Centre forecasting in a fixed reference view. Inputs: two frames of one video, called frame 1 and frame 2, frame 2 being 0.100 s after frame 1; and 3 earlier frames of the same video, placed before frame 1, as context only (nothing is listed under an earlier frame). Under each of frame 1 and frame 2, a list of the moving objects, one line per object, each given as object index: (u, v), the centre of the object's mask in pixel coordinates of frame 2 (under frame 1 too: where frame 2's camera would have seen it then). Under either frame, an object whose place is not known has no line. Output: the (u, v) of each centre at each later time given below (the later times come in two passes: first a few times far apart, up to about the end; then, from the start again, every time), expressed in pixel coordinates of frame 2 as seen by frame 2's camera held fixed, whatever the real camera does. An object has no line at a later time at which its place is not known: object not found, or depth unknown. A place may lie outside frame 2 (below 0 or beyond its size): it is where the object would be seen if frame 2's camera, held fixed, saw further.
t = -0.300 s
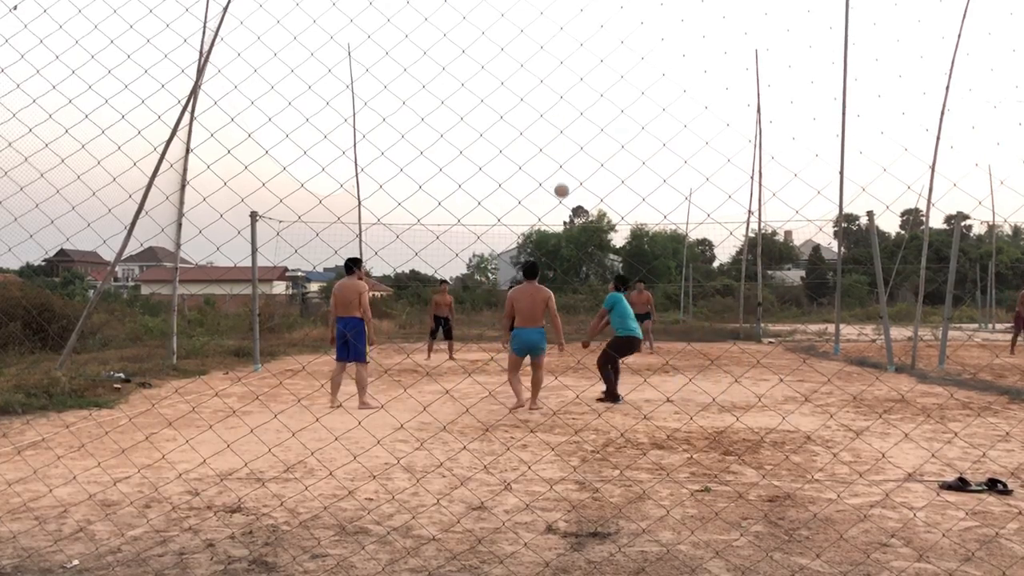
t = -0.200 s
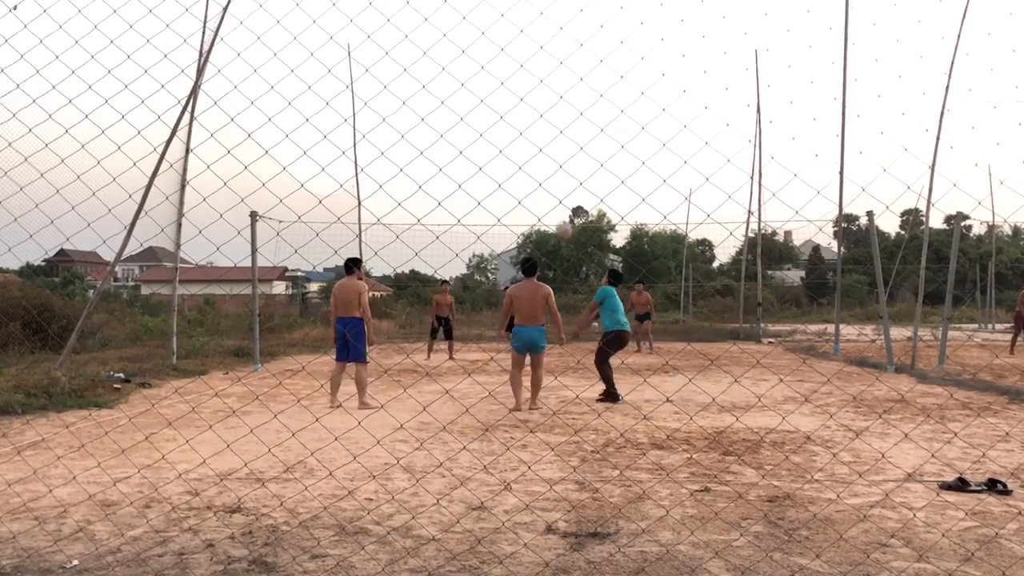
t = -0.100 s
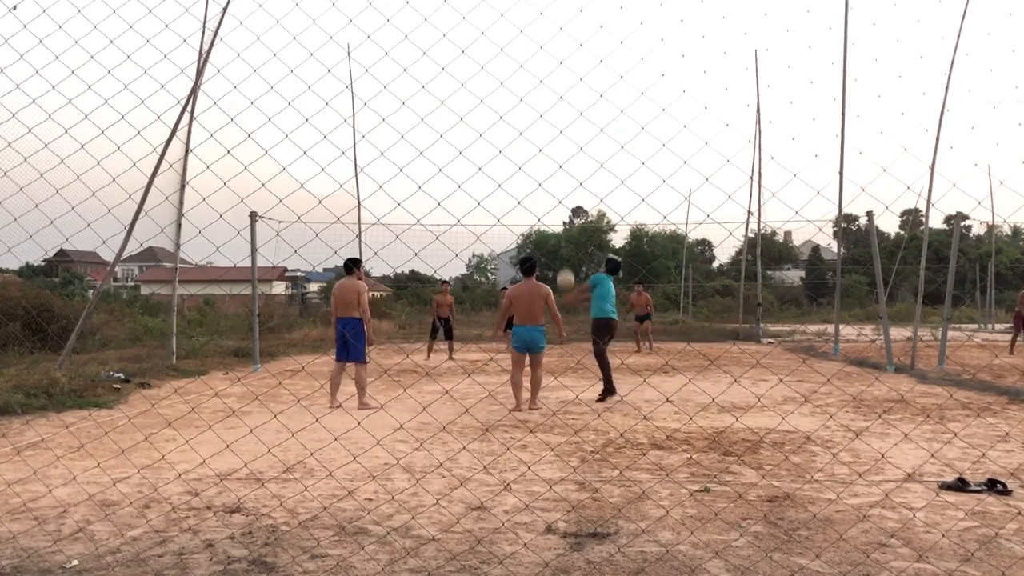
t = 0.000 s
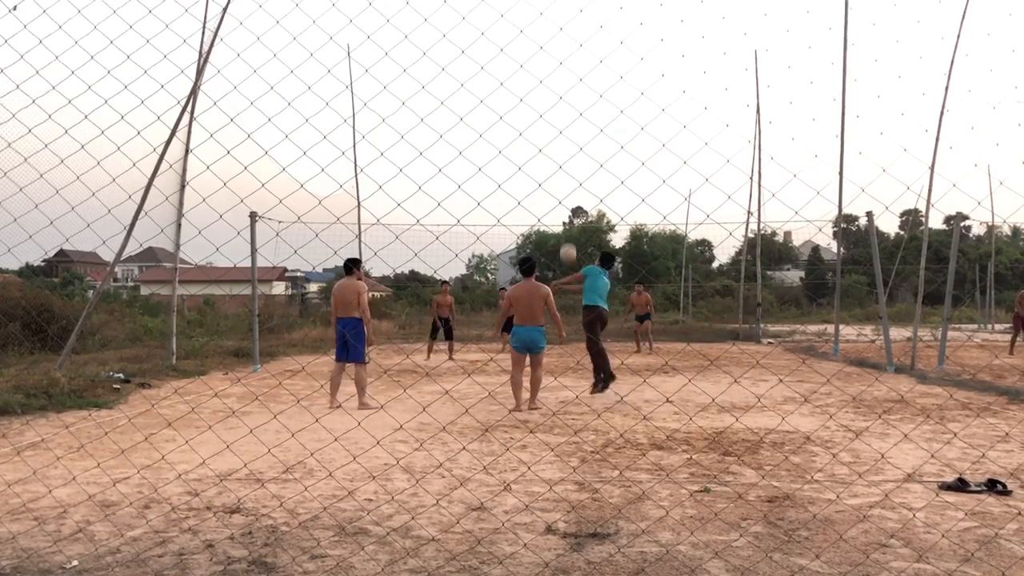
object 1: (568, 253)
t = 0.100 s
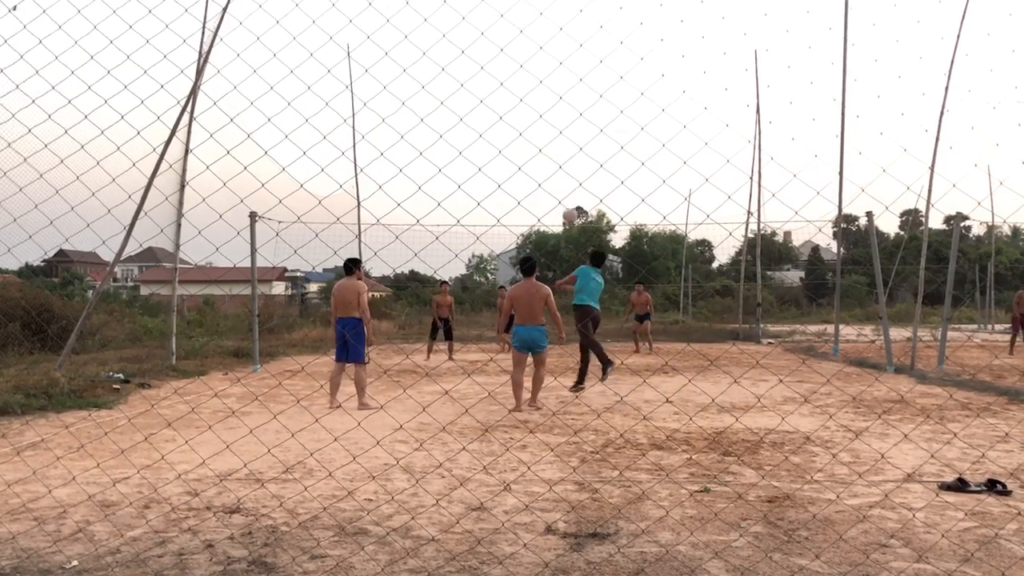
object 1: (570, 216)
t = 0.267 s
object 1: (572, 178)
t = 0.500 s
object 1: (577, 161)
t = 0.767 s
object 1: (581, 183)
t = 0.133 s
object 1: (570, 206)
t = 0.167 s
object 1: (571, 197)
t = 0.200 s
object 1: (571, 190)
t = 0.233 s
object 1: (572, 183)
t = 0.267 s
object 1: (572, 178)
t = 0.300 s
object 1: (573, 173)
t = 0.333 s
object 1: (574, 169)
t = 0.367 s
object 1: (575, 166)
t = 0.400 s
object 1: (576, 164)
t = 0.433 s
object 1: (576, 162)
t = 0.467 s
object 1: (577, 161)
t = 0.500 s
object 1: (577, 161)
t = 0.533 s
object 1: (578, 162)
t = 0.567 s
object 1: (578, 163)
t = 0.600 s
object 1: (579, 165)
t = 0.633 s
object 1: (579, 167)
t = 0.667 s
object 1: (580, 170)
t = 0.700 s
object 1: (580, 174)
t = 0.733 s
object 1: (581, 178)
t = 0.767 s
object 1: (581, 183)
